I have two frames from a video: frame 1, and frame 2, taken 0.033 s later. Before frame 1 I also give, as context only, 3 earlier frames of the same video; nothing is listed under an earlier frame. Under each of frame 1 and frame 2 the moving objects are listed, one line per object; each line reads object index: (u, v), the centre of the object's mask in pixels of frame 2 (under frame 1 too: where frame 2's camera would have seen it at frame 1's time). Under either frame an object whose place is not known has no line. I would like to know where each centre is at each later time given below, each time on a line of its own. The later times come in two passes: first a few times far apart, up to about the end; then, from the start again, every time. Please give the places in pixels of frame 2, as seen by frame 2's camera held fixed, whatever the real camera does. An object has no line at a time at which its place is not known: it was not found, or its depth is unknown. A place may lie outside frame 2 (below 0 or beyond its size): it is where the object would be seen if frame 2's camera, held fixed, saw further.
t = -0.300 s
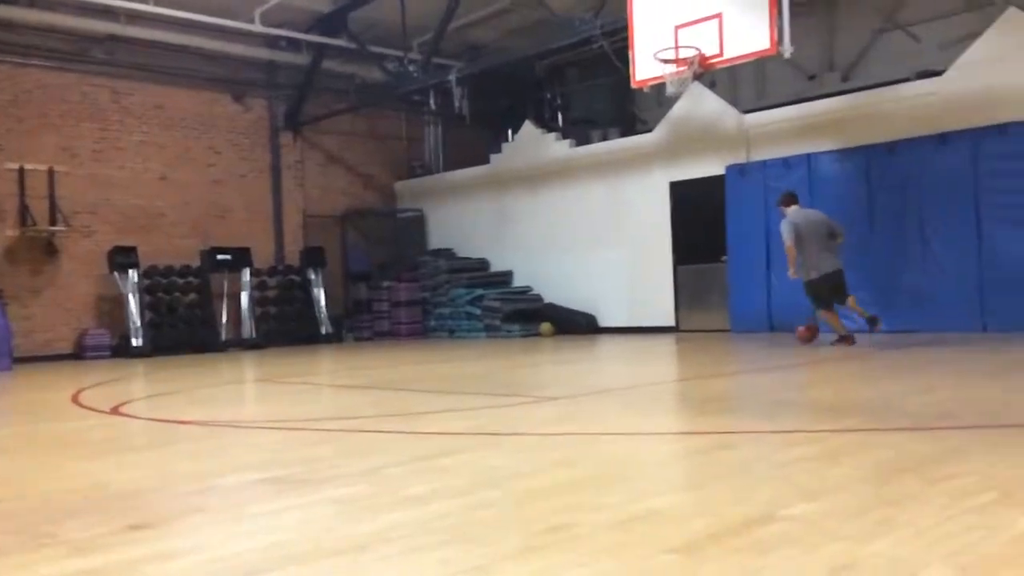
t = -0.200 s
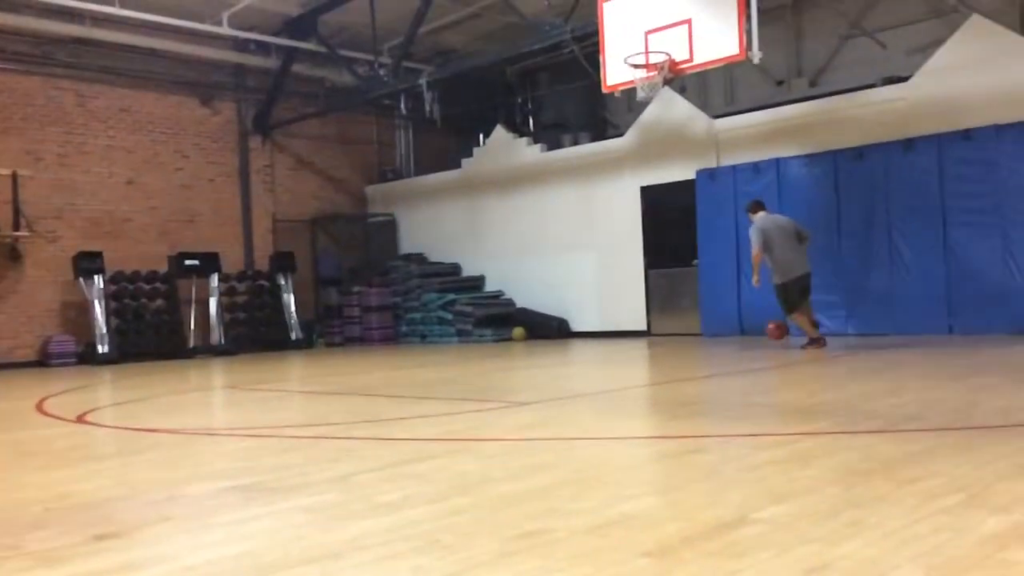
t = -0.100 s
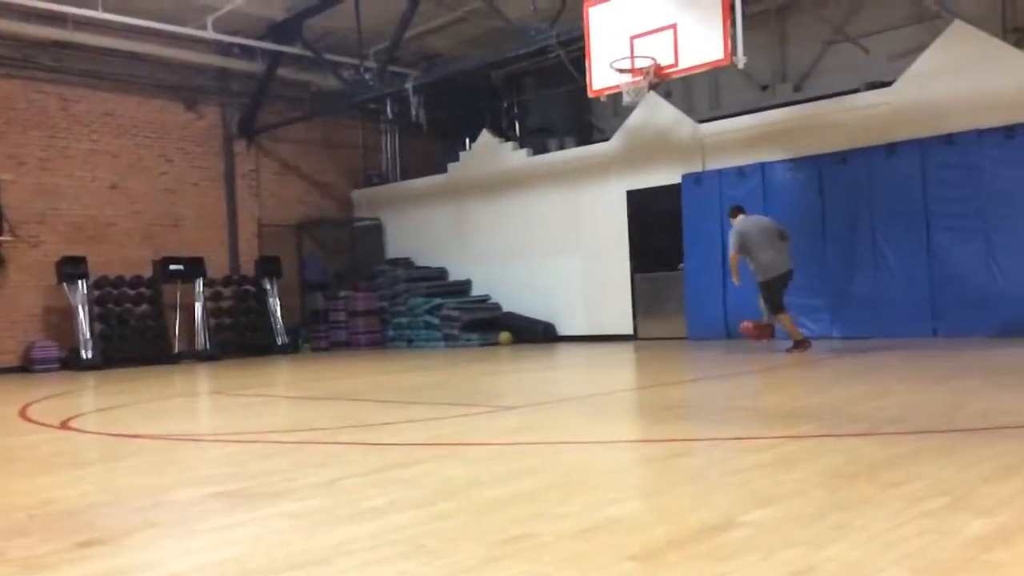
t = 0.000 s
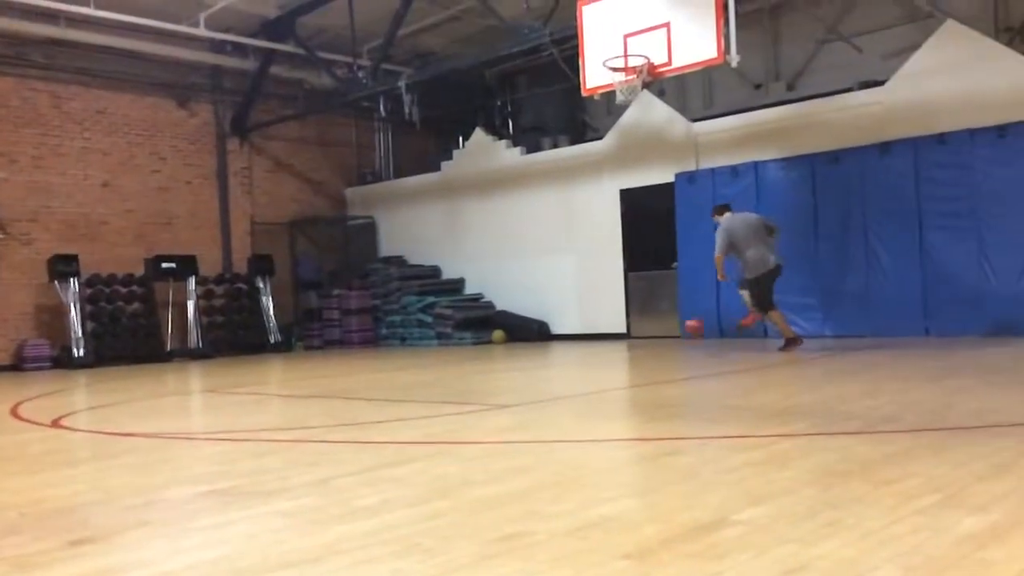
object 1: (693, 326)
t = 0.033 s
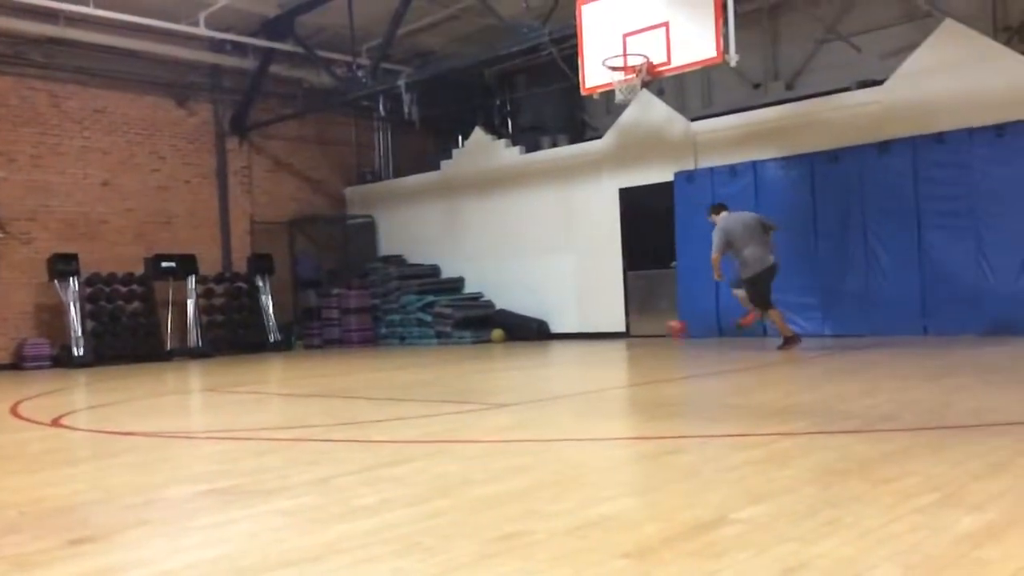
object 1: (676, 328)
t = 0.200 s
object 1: (592, 354)
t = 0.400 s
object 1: (501, 351)
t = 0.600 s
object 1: (409, 363)
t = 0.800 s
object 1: (324, 378)
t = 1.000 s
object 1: (235, 381)
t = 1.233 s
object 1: (124, 393)
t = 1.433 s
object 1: (20, 399)
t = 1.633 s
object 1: (-91, 411)
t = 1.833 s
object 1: (-211, 422)
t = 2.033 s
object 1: (-341, 434)
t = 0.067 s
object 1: (659, 333)
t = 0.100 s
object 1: (642, 338)
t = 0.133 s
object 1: (625, 344)
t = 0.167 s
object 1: (609, 352)
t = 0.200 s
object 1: (592, 354)
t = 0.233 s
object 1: (577, 351)
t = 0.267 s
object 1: (562, 348)
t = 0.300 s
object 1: (547, 347)
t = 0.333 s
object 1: (533, 347)
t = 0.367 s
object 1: (516, 348)
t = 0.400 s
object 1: (501, 351)
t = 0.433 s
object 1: (485, 354)
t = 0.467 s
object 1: (469, 360)
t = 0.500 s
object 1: (452, 366)
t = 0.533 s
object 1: (437, 368)
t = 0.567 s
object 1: (424, 366)
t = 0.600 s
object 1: (409, 363)
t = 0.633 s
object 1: (395, 363)
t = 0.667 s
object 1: (381, 363)
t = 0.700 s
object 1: (367, 365)
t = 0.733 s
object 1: (352, 369)
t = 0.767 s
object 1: (338, 374)
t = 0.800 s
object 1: (324, 378)
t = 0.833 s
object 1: (309, 375)
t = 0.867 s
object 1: (294, 373)
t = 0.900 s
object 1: (280, 373)
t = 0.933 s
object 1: (265, 374)
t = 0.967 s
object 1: (250, 377)
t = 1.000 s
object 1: (235, 381)
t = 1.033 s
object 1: (220, 386)
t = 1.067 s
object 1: (204, 384)
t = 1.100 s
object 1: (188, 384)
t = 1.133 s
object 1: (172, 384)
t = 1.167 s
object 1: (156, 387)
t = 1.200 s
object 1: (140, 391)
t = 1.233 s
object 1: (124, 393)
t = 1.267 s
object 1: (107, 392)
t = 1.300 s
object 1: (90, 393)
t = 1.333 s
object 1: (72, 395)
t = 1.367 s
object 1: (56, 399)
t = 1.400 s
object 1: (38, 399)
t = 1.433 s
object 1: (20, 399)
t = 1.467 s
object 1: (3, 402)
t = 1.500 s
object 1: (-16, 405)
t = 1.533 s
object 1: (-34, 406)
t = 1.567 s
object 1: (-53, 408)
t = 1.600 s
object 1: (-72, 410)
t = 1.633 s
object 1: (-91, 411)
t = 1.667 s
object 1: (-110, 413)
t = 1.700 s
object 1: (-130, 414)
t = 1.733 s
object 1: (-149, 416)
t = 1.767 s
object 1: (-169, 418)
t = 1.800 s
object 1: (-190, 420)
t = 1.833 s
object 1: (-211, 422)
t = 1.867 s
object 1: (-232, 423)
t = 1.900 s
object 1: (-254, 426)
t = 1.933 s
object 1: (-275, 428)
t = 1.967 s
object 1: (-297, 429)
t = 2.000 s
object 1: (-319, 431)
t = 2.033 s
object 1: (-341, 434)
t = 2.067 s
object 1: (-364, 436)
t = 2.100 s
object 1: (-387, 437)
